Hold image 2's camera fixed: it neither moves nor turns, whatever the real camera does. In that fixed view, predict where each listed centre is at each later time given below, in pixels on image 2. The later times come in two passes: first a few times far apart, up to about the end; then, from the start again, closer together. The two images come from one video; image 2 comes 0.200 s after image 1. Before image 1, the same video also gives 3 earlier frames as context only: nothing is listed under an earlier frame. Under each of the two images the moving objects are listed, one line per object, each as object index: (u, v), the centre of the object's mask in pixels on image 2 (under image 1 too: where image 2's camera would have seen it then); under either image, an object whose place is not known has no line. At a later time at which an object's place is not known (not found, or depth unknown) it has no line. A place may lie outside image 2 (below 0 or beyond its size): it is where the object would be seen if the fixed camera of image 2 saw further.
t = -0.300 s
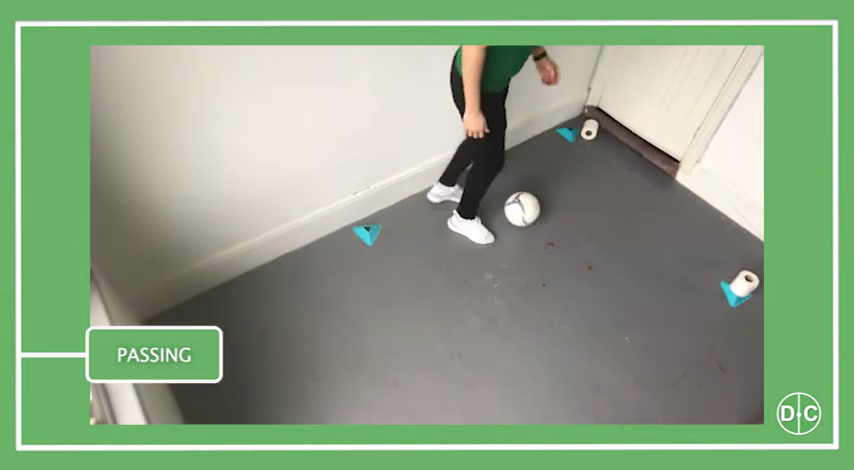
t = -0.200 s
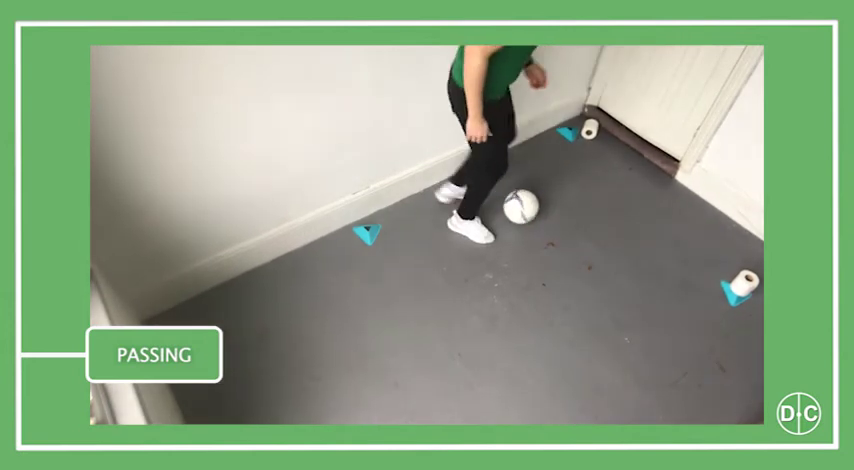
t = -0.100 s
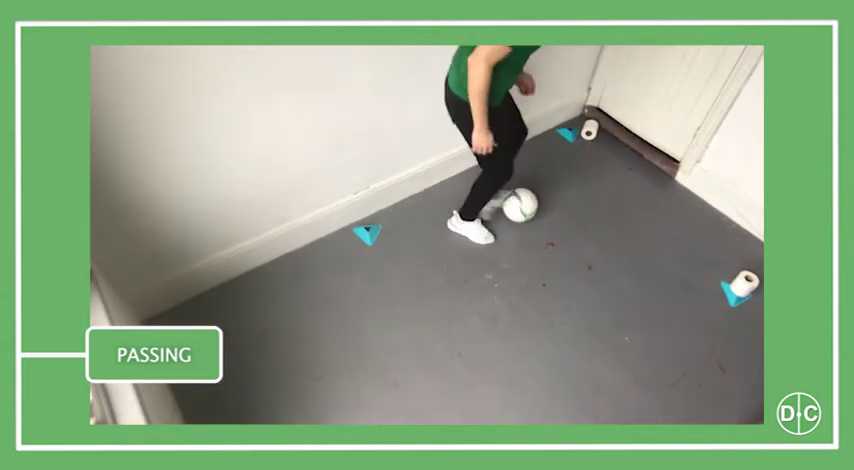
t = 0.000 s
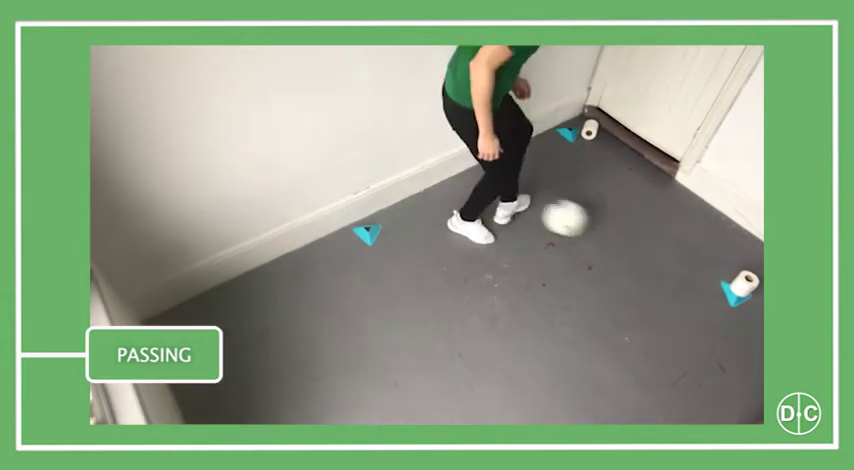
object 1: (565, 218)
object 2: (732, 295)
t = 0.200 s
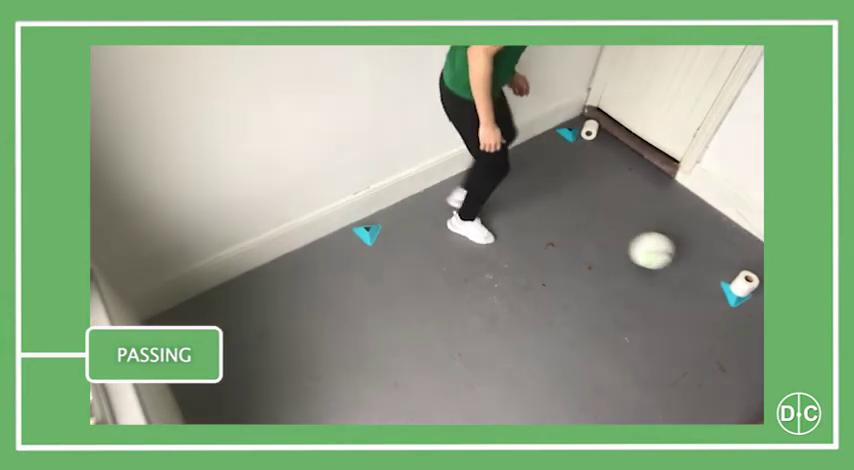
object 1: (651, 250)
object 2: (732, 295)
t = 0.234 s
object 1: (663, 253)
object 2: (732, 295)
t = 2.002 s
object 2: (750, 306)
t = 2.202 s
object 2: (750, 306)
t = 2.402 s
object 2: (750, 306)
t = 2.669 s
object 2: (750, 306)
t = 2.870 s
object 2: (750, 306)
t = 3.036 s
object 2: (750, 306)
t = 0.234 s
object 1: (663, 253)
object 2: (732, 295)
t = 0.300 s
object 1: (685, 262)
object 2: (732, 295)
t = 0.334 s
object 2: (732, 295)
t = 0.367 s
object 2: (733, 296)
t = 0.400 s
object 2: (735, 298)
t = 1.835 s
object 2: (750, 306)
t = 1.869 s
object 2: (750, 305)
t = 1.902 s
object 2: (750, 306)
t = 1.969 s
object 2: (750, 306)
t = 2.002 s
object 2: (750, 306)
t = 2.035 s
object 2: (750, 306)
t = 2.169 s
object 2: (750, 306)
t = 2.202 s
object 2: (750, 306)
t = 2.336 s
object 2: (750, 306)
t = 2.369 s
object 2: (750, 306)
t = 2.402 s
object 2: (750, 306)
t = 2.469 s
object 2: (750, 306)
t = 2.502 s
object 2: (750, 306)
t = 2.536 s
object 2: (750, 306)
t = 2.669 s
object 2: (750, 306)
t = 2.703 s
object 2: (750, 306)
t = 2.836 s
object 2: (750, 306)
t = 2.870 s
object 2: (750, 306)
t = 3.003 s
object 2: (750, 306)
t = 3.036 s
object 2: (750, 306)
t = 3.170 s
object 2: (750, 306)
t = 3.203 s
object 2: (750, 306)
